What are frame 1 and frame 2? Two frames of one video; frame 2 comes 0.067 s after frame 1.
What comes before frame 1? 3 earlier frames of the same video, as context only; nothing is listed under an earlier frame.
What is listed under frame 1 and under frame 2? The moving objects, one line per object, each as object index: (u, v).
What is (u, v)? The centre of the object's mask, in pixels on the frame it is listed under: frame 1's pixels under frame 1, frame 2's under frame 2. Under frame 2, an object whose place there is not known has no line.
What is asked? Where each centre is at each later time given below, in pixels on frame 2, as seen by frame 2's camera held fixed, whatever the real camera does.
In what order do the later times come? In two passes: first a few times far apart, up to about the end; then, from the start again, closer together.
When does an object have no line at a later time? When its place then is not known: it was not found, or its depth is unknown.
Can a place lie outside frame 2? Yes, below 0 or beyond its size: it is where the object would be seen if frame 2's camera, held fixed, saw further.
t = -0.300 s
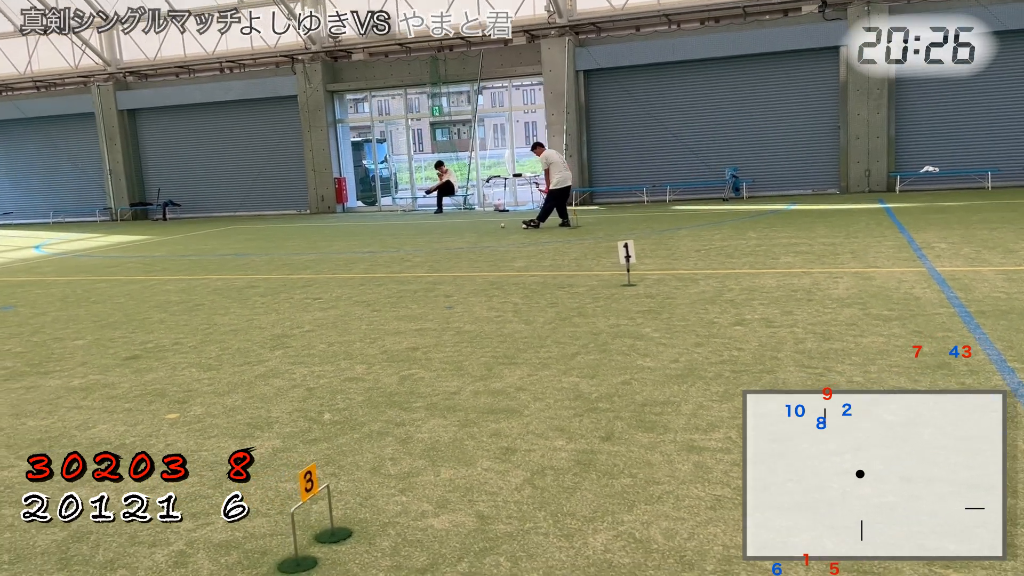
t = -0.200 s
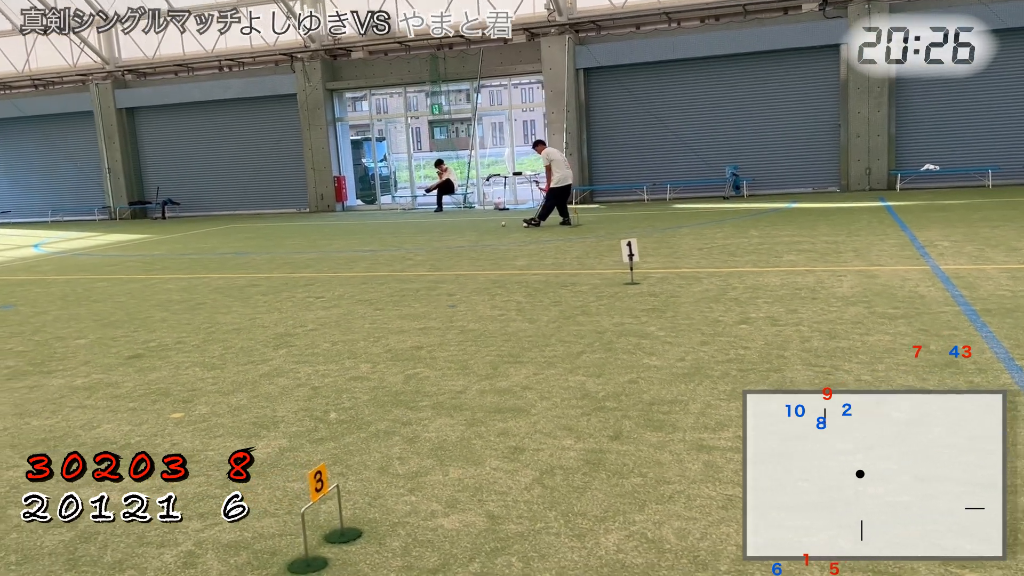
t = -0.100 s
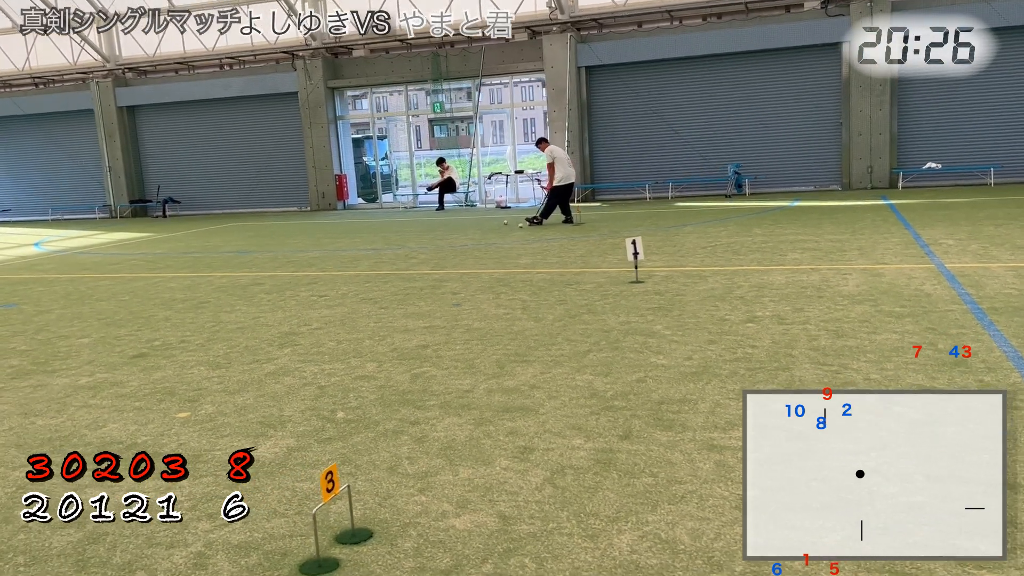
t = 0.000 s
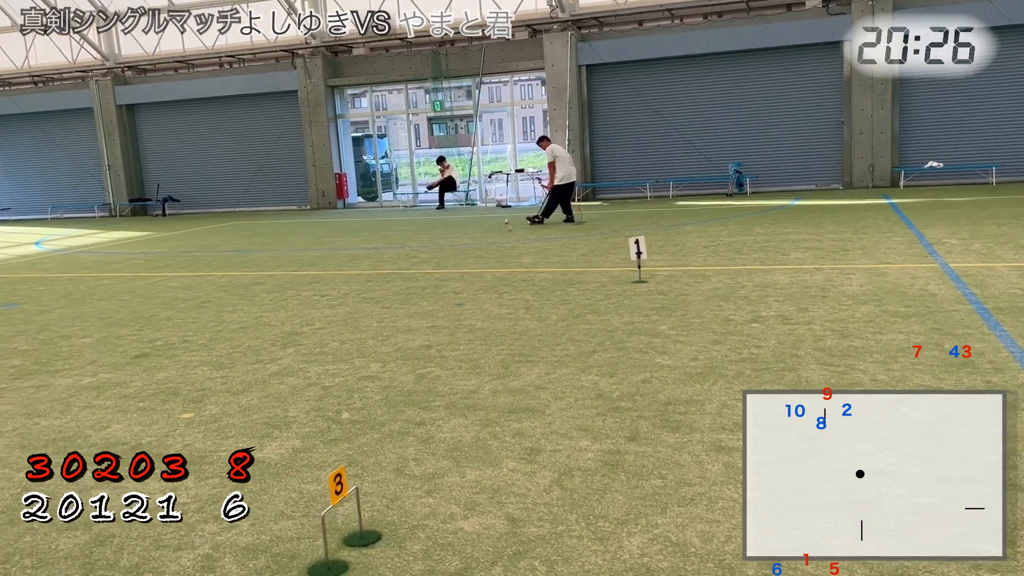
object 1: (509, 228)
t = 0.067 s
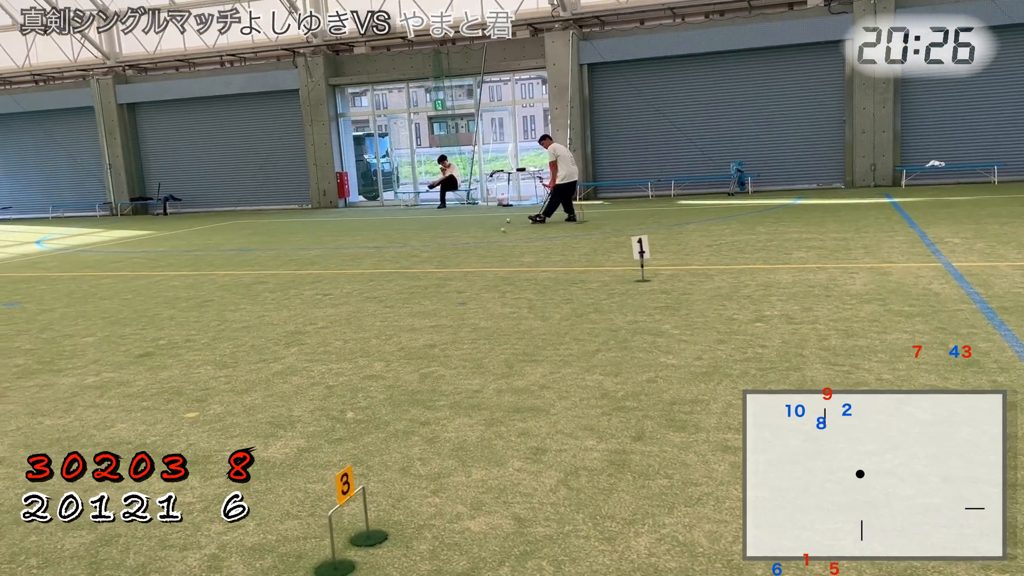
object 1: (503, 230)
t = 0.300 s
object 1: (478, 238)
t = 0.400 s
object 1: (467, 240)
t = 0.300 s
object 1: (478, 238)
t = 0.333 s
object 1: (474, 239)
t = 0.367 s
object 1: (471, 240)
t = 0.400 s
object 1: (467, 240)
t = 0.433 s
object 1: (464, 241)
